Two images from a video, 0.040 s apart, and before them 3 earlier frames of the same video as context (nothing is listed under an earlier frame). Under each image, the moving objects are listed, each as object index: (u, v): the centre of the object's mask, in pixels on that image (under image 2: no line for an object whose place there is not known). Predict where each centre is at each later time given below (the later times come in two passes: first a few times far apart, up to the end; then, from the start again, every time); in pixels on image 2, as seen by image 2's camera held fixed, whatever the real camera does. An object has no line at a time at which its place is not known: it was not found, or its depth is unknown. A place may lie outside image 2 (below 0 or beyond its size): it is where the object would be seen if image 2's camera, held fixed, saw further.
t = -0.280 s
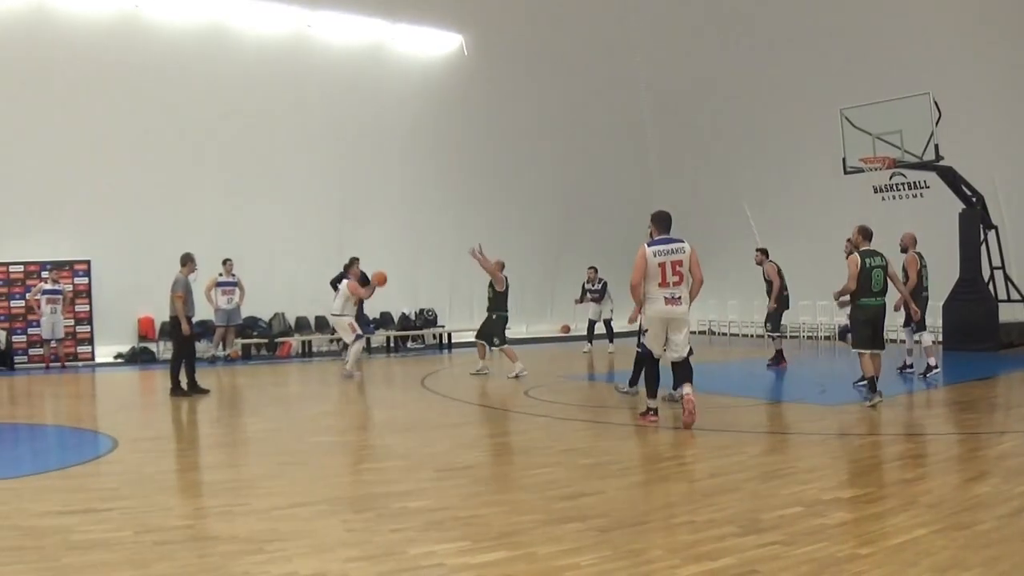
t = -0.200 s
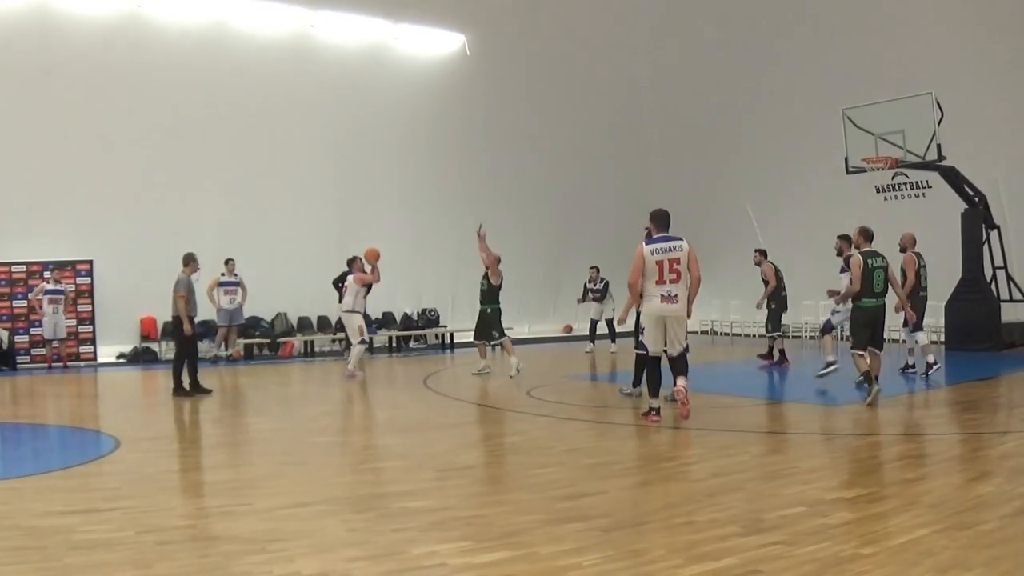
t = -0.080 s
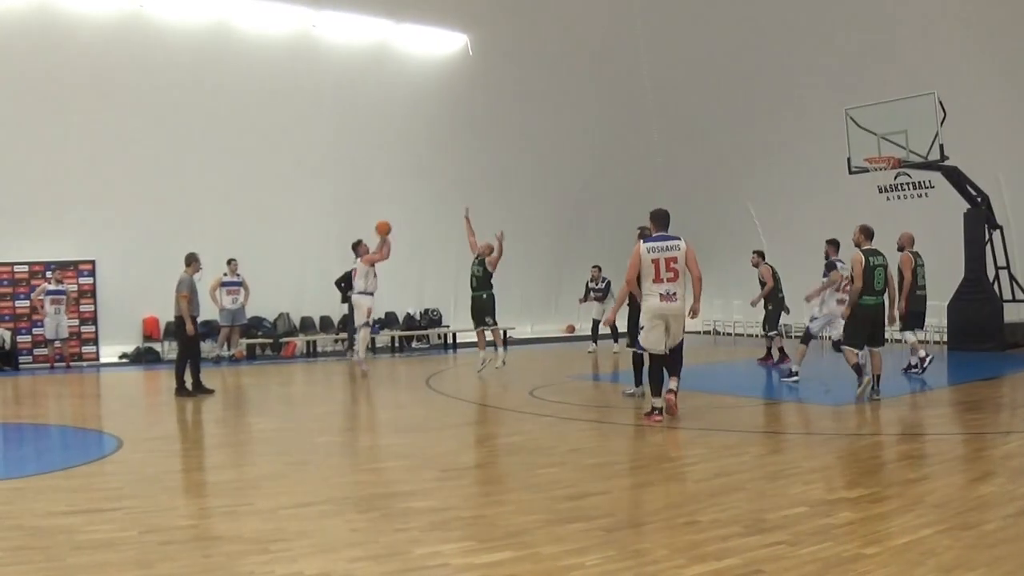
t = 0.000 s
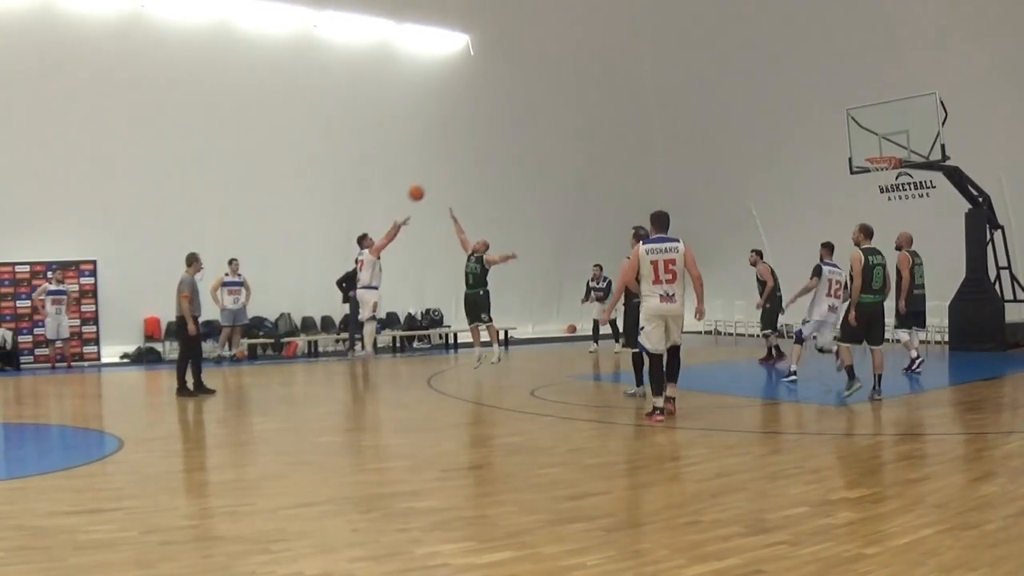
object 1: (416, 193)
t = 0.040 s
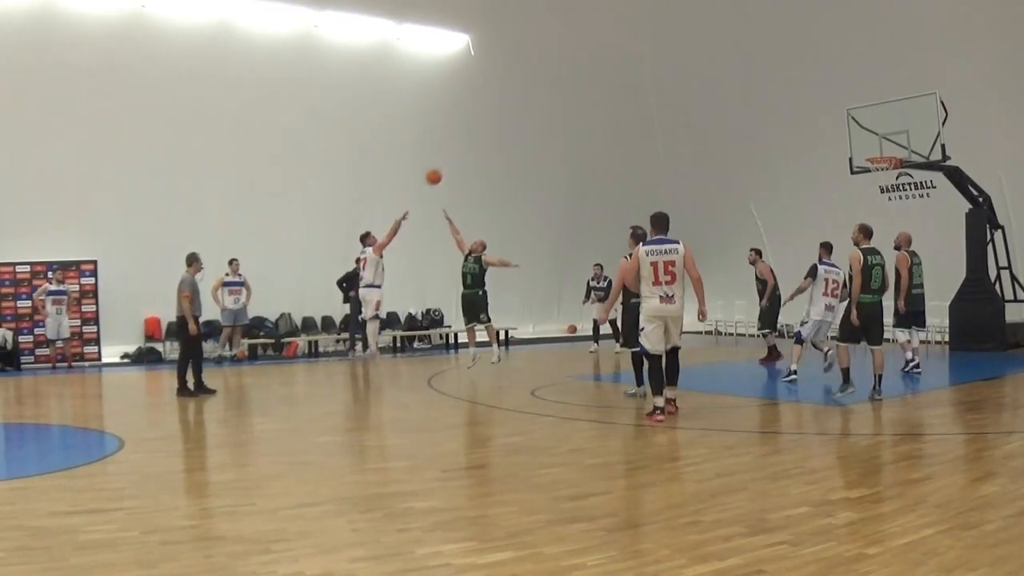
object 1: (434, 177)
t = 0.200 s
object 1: (502, 122)
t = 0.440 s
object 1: (597, 77)
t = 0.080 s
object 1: (450, 161)
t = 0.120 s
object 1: (468, 147)
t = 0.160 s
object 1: (485, 135)
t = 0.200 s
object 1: (502, 122)
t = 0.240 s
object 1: (519, 112)
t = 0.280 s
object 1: (536, 102)
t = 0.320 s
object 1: (552, 93)
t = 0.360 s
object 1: (568, 86)
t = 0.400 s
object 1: (583, 81)
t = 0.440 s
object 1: (597, 77)
